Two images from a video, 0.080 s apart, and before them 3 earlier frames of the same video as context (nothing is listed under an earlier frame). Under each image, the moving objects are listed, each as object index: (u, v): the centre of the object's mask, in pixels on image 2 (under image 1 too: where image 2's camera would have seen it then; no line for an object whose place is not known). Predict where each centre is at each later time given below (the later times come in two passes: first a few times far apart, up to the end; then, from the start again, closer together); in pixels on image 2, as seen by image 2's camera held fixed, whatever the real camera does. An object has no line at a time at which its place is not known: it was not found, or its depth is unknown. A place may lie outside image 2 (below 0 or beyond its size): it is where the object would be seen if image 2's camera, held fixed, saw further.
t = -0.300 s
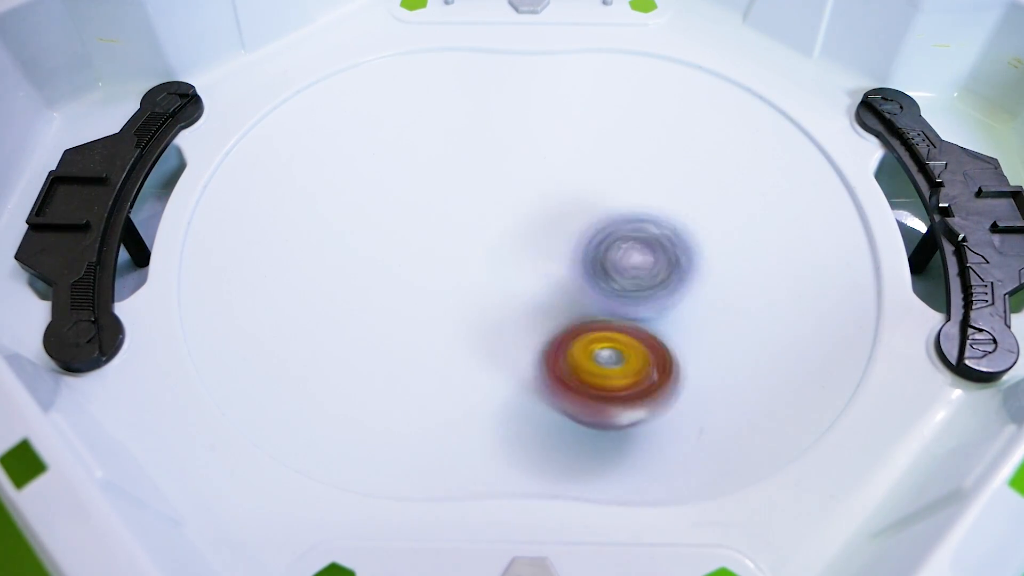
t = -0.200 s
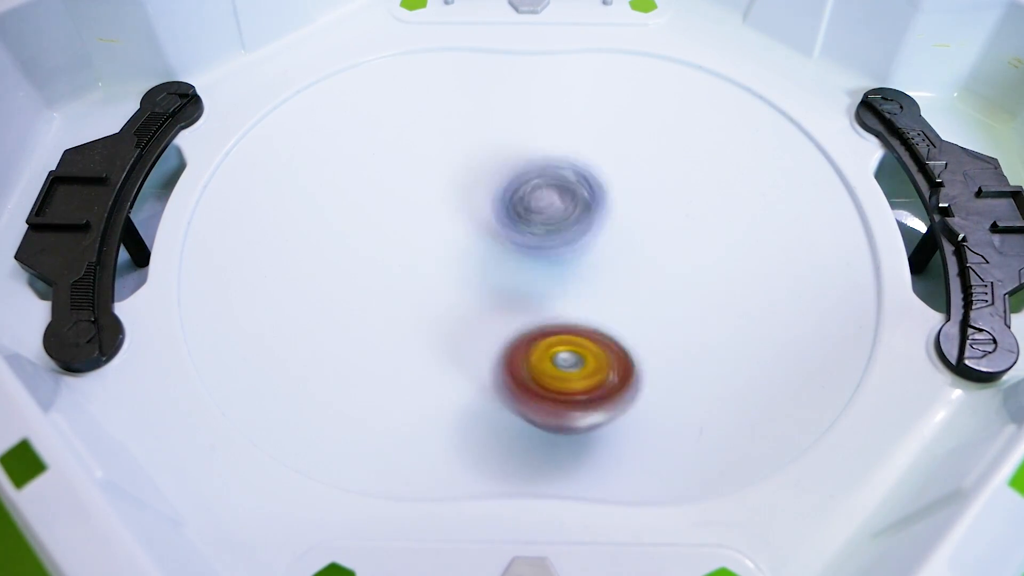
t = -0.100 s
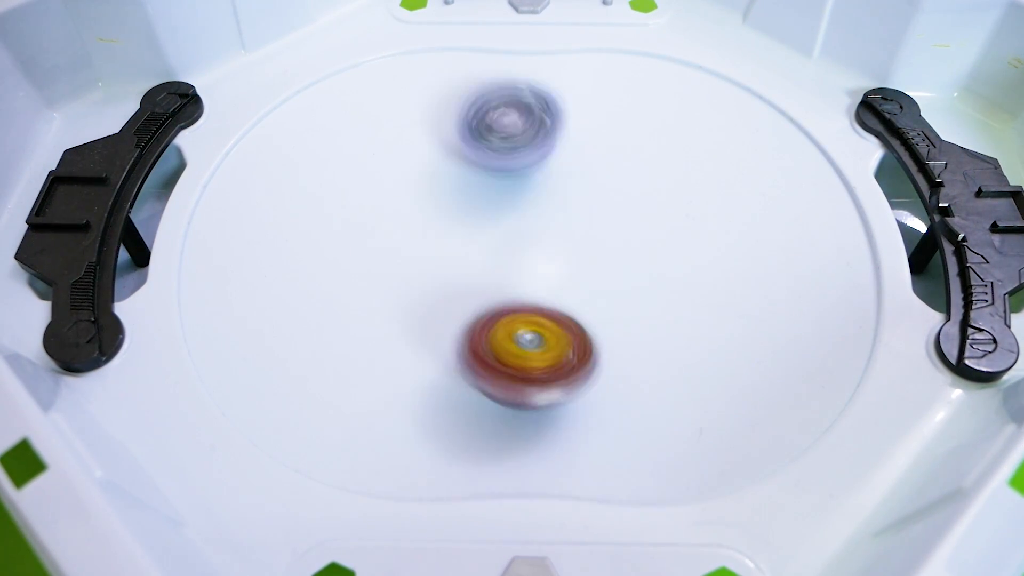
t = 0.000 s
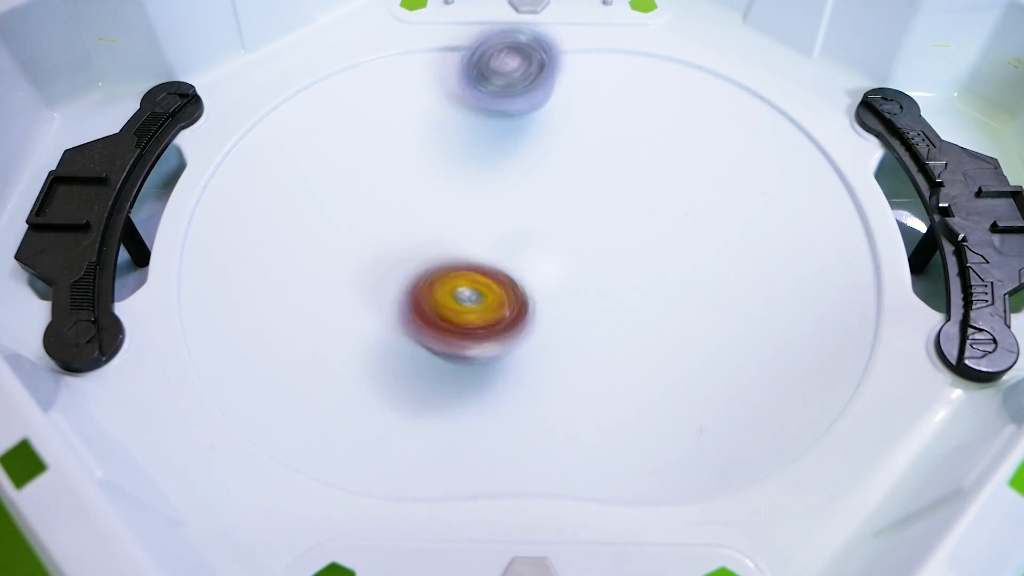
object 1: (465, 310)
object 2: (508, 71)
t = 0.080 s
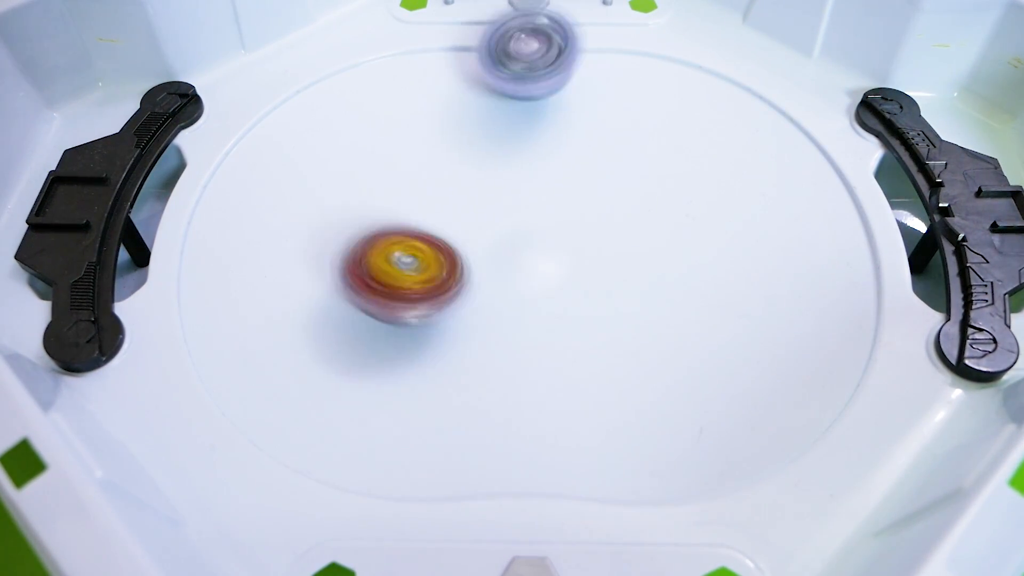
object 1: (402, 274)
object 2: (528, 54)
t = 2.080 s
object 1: (739, 425)
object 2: (480, 242)
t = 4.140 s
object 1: (522, 347)
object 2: (490, 147)
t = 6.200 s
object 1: (528, 357)
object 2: (576, 147)
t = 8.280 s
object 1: (456, 245)
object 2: (545, 160)
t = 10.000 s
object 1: (449, 237)
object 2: (597, 229)
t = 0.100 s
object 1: (387, 267)
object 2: (536, 53)
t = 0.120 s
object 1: (372, 259)
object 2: (544, 55)
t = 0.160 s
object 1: (341, 243)
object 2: (561, 61)
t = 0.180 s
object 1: (327, 237)
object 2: (572, 65)
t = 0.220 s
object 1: (301, 223)
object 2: (594, 76)
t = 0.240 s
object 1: (290, 217)
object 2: (605, 82)
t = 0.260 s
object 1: (279, 211)
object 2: (617, 89)
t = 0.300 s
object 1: (262, 201)
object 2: (635, 106)
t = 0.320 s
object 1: (255, 196)
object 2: (641, 118)
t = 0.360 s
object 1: (246, 189)
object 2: (646, 146)
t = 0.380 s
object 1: (242, 186)
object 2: (645, 160)
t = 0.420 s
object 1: (239, 182)
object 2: (637, 188)
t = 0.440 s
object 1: (238, 179)
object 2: (629, 205)
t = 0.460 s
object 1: (238, 177)
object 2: (618, 221)
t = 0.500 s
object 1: (242, 173)
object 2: (590, 248)
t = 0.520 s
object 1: (244, 171)
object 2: (573, 261)
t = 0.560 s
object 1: (248, 168)
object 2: (535, 279)
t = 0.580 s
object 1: (251, 168)
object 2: (515, 287)
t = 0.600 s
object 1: (257, 168)
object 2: (494, 294)
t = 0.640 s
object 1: (269, 167)
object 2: (448, 302)
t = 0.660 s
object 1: (277, 166)
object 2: (425, 303)
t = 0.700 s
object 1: (296, 163)
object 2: (379, 299)
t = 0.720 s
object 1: (305, 162)
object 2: (358, 295)
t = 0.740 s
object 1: (317, 161)
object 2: (336, 289)
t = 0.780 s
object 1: (343, 157)
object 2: (297, 275)
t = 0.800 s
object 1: (357, 156)
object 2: (280, 265)
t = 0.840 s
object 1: (384, 150)
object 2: (253, 238)
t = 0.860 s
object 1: (398, 148)
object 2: (246, 225)
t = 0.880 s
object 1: (412, 147)
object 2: (240, 213)
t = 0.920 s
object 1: (441, 139)
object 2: (233, 181)
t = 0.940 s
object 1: (454, 134)
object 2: (236, 166)
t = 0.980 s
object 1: (480, 125)
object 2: (257, 138)
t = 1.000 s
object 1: (492, 121)
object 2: (269, 127)
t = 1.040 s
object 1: (513, 113)
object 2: (300, 105)
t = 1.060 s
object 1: (523, 111)
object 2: (322, 98)
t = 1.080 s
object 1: (533, 109)
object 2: (343, 92)
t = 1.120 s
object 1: (551, 108)
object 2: (387, 87)
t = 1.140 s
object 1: (559, 109)
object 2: (412, 86)
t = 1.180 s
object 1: (580, 114)
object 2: (460, 94)
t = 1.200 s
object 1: (614, 120)
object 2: (460, 93)
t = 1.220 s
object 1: (647, 125)
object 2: (457, 96)
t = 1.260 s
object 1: (698, 128)
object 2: (455, 107)
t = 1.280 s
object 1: (720, 127)
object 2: (455, 116)
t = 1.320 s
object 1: (764, 126)
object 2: (456, 134)
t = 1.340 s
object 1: (785, 124)
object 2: (456, 145)
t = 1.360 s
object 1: (808, 123)
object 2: (454, 157)
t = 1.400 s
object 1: (816, 125)
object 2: (447, 177)
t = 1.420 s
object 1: (814, 132)
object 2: (444, 187)
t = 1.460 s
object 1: (819, 135)
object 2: (436, 209)
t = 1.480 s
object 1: (822, 138)
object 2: (430, 217)
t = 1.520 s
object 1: (826, 146)
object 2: (418, 234)
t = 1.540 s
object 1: (830, 149)
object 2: (410, 241)
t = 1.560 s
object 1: (835, 155)
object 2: (403, 248)
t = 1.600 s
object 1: (846, 171)
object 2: (387, 259)
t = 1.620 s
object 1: (850, 181)
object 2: (378, 262)
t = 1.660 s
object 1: (859, 203)
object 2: (361, 268)
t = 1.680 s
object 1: (856, 214)
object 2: (355, 270)
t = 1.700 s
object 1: (860, 224)
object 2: (347, 270)
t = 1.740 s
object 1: (867, 249)
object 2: (336, 269)
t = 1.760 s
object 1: (866, 262)
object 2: (334, 267)
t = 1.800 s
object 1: (865, 287)
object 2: (332, 261)
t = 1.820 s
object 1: (861, 301)
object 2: (334, 257)
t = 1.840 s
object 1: (858, 312)
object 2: (339, 254)
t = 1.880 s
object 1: (847, 336)
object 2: (350, 248)
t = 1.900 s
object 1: (840, 349)
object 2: (360, 245)
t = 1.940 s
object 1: (823, 371)
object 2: (379, 241)
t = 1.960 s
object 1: (812, 383)
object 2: (391, 239)
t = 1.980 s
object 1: (802, 392)
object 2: (404, 238)
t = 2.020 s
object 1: (777, 408)
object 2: (431, 238)
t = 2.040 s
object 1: (766, 415)
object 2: (447, 238)
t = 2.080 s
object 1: (739, 425)
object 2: (480, 242)
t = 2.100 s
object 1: (725, 429)
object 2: (494, 243)
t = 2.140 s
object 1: (693, 435)
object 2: (525, 253)
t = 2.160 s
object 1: (676, 437)
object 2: (539, 259)
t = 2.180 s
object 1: (660, 438)
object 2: (555, 265)
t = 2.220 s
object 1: (627, 436)
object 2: (585, 279)
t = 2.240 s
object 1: (610, 433)
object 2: (594, 285)
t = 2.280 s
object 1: (578, 425)
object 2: (616, 301)
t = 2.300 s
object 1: (565, 419)
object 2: (623, 309)
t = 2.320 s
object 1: (548, 415)
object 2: (630, 312)
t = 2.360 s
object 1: (506, 411)
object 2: (654, 295)
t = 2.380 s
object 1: (483, 405)
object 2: (666, 285)
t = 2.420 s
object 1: (445, 385)
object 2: (688, 267)
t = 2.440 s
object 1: (430, 377)
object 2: (700, 257)
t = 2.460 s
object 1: (412, 365)
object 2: (712, 248)
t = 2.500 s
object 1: (379, 348)
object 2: (731, 234)
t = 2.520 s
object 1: (363, 337)
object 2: (742, 227)
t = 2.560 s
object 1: (333, 315)
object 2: (758, 216)
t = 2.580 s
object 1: (321, 305)
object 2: (768, 211)
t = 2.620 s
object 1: (294, 281)
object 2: (782, 204)
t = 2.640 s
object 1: (284, 270)
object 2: (789, 202)
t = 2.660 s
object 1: (273, 258)
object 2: (794, 200)
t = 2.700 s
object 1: (255, 233)
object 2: (801, 199)
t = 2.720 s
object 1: (247, 221)
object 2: (801, 199)
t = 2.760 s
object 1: (234, 197)
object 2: (799, 202)
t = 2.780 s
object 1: (227, 184)
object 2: (794, 203)
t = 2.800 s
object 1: (226, 173)
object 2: (788, 204)
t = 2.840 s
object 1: (221, 149)
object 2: (769, 208)
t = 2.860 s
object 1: (230, 147)
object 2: (758, 207)
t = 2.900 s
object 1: (242, 147)
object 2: (731, 210)
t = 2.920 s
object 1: (243, 143)
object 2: (716, 208)
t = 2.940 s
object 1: (245, 139)
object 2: (700, 207)
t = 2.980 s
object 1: (253, 123)
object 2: (666, 201)
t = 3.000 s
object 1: (261, 119)
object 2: (650, 199)
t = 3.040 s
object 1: (281, 106)
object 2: (617, 188)
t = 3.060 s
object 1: (294, 99)
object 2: (602, 184)
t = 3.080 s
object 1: (307, 94)
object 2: (586, 177)
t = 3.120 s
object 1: (333, 85)
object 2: (559, 163)
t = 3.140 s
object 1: (347, 80)
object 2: (547, 154)
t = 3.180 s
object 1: (373, 71)
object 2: (529, 141)
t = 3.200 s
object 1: (385, 68)
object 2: (522, 134)
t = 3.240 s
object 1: (412, 62)
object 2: (506, 122)
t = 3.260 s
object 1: (421, 55)
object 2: (509, 121)
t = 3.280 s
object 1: (420, 39)
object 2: (528, 140)
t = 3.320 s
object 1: (420, 36)
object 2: (562, 176)
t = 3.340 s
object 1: (415, 37)
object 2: (575, 194)
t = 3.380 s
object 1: (407, 35)
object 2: (600, 230)
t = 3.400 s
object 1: (407, 33)
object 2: (609, 248)
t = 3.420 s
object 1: (410, 30)
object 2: (617, 265)
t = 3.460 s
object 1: (422, 28)
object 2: (623, 301)
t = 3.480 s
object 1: (432, 28)
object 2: (625, 316)
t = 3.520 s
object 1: (455, 28)
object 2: (622, 349)
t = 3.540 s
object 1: (464, 29)
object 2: (618, 361)
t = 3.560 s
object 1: (474, 32)
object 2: (611, 374)
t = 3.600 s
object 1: (488, 42)
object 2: (592, 393)
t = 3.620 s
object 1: (493, 49)
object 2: (578, 400)
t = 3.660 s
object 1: (503, 68)
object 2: (551, 406)
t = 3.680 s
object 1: (509, 78)
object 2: (534, 408)
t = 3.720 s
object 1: (518, 98)
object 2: (500, 405)
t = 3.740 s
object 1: (524, 110)
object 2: (480, 403)
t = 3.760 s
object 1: (528, 122)
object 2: (461, 398)
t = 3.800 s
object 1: (536, 145)
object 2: (424, 387)
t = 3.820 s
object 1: (539, 156)
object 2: (409, 376)
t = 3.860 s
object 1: (545, 180)
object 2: (387, 347)
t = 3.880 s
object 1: (547, 192)
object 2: (382, 334)
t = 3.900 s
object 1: (549, 203)
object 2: (378, 317)
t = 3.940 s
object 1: (551, 228)
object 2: (381, 283)
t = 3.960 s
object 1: (552, 241)
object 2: (386, 264)
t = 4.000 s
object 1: (550, 266)
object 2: (400, 233)
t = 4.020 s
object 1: (548, 279)
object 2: (411, 218)
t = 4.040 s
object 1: (545, 291)
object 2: (422, 204)
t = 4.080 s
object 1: (538, 314)
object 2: (448, 176)
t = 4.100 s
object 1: (533, 326)
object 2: (460, 166)
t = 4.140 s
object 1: (522, 347)
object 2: (490, 147)
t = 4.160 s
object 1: (516, 357)
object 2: (504, 135)
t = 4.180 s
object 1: (509, 367)
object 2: (520, 128)
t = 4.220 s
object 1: (492, 384)
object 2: (550, 118)
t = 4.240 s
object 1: (482, 391)
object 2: (567, 113)
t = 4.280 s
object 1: (460, 403)
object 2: (597, 105)
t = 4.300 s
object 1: (448, 407)
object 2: (611, 103)
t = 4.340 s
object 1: (426, 411)
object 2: (645, 98)
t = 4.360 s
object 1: (414, 409)
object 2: (660, 97)
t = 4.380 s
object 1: (403, 410)
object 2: (676, 98)
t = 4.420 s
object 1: (381, 405)
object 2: (708, 102)
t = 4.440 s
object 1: (371, 401)
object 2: (723, 105)
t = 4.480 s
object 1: (352, 389)
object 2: (748, 118)
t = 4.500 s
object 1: (344, 384)
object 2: (760, 125)
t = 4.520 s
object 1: (335, 375)
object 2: (771, 135)
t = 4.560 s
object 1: (320, 357)
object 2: (783, 157)
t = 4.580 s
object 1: (314, 349)
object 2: (787, 172)
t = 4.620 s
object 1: (305, 329)
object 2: (783, 201)
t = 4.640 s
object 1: (302, 319)
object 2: (779, 215)
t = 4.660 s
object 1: (301, 310)
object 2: (770, 228)
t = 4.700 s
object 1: (301, 289)
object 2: (742, 260)
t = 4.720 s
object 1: (302, 280)
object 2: (725, 271)
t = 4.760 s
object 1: (307, 261)
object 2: (684, 290)
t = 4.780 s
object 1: (310, 252)
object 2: (664, 297)
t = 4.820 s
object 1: (321, 236)
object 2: (615, 306)
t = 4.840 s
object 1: (327, 226)
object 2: (592, 309)
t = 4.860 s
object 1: (335, 219)
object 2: (568, 308)
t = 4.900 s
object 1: (351, 204)
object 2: (523, 305)
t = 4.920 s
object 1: (358, 197)
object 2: (498, 300)
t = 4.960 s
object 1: (377, 187)
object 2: (454, 290)
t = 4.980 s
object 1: (387, 181)
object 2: (433, 284)
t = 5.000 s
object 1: (399, 175)
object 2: (414, 278)
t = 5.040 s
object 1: (421, 164)
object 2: (381, 258)
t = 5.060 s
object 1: (431, 162)
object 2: (365, 247)
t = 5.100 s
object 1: (453, 159)
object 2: (340, 228)
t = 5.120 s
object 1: (466, 157)
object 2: (332, 216)
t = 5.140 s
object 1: (478, 157)
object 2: (324, 205)
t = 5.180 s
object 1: (499, 154)
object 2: (312, 181)
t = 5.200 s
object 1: (510, 153)
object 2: (310, 168)
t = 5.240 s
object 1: (532, 158)
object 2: (311, 147)
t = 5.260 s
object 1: (544, 161)
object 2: (316, 136)
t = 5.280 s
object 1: (555, 165)
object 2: (320, 127)
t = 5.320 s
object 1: (577, 173)
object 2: (337, 108)
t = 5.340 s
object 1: (586, 177)
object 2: (349, 100)
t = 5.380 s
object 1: (606, 188)
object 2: (374, 90)
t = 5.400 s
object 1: (615, 194)
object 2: (389, 88)
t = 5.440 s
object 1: (633, 209)
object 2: (423, 87)
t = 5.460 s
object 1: (643, 216)
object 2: (439, 89)
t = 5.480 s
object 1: (651, 223)
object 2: (457, 93)
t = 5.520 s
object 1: (663, 239)
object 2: (492, 108)
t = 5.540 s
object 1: (668, 248)
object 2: (506, 117)
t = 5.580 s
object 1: (676, 267)
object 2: (541, 139)
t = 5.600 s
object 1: (680, 275)
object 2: (557, 149)
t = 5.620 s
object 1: (683, 284)
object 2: (573, 162)
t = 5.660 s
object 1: (683, 302)
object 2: (600, 189)
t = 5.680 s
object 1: (683, 312)
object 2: (608, 204)
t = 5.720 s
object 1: (680, 331)
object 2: (624, 232)
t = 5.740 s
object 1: (681, 343)
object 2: (624, 237)
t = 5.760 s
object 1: (682, 356)
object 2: (617, 232)
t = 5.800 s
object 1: (675, 382)
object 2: (600, 221)
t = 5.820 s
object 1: (671, 389)
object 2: (592, 214)
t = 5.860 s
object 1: (663, 402)
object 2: (579, 205)
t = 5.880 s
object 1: (655, 409)
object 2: (575, 201)
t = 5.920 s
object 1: (640, 418)
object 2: (566, 188)
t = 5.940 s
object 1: (631, 423)
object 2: (561, 183)
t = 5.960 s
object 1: (620, 424)
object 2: (560, 177)
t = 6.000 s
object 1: (597, 424)
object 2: (557, 165)
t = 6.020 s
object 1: (588, 422)
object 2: (556, 160)
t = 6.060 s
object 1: (569, 413)
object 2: (559, 151)
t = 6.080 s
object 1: (560, 406)
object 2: (562, 149)
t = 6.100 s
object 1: (552, 400)
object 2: (563, 146)
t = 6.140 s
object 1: (539, 384)
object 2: (568, 144)
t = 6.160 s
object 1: (534, 375)
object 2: (571, 144)
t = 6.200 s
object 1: (528, 357)
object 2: (576, 147)
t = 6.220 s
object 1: (525, 346)
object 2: (577, 150)
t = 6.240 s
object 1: (522, 336)
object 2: (581, 153)
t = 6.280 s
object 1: (521, 316)
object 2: (583, 160)
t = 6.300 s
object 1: (520, 304)
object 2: (582, 165)
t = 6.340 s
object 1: (523, 284)
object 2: (580, 178)
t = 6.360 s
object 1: (524, 274)
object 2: (579, 184)
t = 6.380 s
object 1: (511, 270)
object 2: (586, 181)
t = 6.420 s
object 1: (488, 273)
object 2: (606, 171)
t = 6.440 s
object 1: (482, 265)
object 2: (615, 169)
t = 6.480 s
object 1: (480, 253)
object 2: (630, 168)
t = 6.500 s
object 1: (482, 249)
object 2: (636, 170)
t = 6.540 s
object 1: (484, 240)
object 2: (648, 175)
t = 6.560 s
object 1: (486, 235)
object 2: (652, 179)
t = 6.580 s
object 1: (490, 228)
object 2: (654, 183)
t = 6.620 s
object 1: (495, 218)
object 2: (656, 192)
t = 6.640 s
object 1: (499, 213)
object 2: (656, 198)
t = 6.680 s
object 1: (508, 202)
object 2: (649, 211)
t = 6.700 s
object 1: (513, 198)
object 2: (641, 216)
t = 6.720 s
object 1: (518, 194)
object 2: (637, 222)
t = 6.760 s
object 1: (501, 177)
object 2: (671, 243)
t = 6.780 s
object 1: (491, 167)
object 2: (688, 256)
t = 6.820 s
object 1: (488, 155)
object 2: (719, 277)
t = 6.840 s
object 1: (491, 151)
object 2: (734, 287)
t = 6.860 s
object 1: (492, 150)
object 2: (748, 296)
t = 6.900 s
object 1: (492, 150)
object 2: (772, 312)
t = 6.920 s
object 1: (491, 150)
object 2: (780, 319)
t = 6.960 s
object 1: (489, 143)
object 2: (799, 335)
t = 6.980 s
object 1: (493, 140)
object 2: (806, 342)
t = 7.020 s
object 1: (500, 138)
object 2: (810, 359)
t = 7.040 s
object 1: (506, 142)
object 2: (813, 362)
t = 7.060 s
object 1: (506, 143)
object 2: (809, 371)
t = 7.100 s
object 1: (508, 149)
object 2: (797, 379)
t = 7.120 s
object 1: (513, 151)
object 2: (788, 382)
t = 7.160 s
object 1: (515, 158)
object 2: (762, 382)
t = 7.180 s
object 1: (514, 165)
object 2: (746, 377)
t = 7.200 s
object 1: (516, 168)
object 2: (729, 370)
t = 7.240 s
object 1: (512, 178)
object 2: (696, 353)
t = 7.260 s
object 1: (508, 181)
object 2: (682, 344)
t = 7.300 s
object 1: (505, 188)
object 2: (651, 318)
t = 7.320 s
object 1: (503, 191)
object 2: (638, 304)
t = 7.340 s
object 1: (503, 193)
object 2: (626, 294)
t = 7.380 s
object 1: (502, 195)
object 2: (606, 268)
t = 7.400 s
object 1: (497, 194)
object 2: (596, 254)
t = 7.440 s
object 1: (473, 187)
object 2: (601, 250)
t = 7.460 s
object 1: (457, 182)
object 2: (607, 244)
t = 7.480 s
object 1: (445, 178)
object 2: (611, 244)
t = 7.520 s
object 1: (420, 175)
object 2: (622, 237)
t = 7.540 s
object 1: (407, 175)
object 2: (626, 235)
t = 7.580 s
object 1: (385, 180)
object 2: (632, 231)
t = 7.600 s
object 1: (375, 184)
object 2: (636, 227)
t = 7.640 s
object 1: (355, 193)
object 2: (640, 224)
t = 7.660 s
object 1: (346, 200)
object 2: (640, 220)
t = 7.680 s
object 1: (341, 206)
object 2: (640, 217)
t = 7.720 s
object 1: (330, 223)
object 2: (639, 212)
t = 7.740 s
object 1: (327, 235)
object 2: (640, 209)
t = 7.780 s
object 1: (332, 255)
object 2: (639, 203)
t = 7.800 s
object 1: (340, 267)
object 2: (637, 200)
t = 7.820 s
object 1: (353, 279)
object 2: (634, 200)
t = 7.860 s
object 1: (384, 294)
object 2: (629, 196)
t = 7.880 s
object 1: (403, 296)
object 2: (627, 195)
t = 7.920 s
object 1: (441, 292)
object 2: (619, 192)
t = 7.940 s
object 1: (456, 288)
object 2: (617, 191)
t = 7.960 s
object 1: (471, 282)
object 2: (611, 190)
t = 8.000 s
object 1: (489, 268)
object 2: (603, 187)
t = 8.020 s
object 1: (494, 262)
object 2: (598, 186)
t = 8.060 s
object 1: (496, 254)
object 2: (592, 184)
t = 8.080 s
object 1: (493, 252)
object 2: (585, 184)
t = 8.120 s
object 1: (485, 248)
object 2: (573, 183)
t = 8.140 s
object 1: (481, 246)
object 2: (568, 183)
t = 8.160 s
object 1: (476, 245)
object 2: (564, 182)
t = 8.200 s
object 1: (466, 246)
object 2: (554, 178)
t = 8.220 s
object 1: (463, 246)
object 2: (551, 173)
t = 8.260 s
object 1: (458, 246)
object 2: (546, 164)
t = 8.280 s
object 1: (456, 245)
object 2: (545, 160)
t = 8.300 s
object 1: (454, 245)
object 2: (545, 158)
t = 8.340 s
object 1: (451, 245)
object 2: (545, 155)
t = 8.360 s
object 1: (450, 245)
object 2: (548, 155)
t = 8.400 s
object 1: (452, 245)
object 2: (547, 157)
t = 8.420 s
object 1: (454, 245)
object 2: (548, 159)
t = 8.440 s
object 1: (455, 245)
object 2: (547, 161)
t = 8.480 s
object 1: (461, 245)
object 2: (547, 167)
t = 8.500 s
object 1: (465, 245)
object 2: (545, 170)
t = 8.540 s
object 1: (471, 247)
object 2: (546, 177)
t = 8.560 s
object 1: (474, 248)
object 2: (543, 182)
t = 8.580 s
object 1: (475, 250)
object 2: (543, 185)
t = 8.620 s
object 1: (478, 263)
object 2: (544, 186)
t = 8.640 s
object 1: (478, 270)
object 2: (547, 186)
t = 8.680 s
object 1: (475, 282)
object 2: (552, 190)
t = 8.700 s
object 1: (472, 286)
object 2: (554, 192)
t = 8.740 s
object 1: (464, 289)
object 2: (555, 197)
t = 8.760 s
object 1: (461, 290)
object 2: (554, 197)
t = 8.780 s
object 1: (460, 290)
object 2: (551, 196)
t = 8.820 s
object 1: (458, 290)
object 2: (548, 192)
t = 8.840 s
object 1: (458, 290)
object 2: (546, 190)
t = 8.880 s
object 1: (461, 290)
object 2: (549, 189)
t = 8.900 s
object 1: (463, 289)
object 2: (550, 190)
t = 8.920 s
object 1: (466, 288)
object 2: (555, 193)
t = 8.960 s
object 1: (472, 285)
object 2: (561, 197)
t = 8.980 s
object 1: (475, 282)
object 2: (565, 201)
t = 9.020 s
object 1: (482, 275)
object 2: (569, 205)
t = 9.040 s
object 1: (483, 269)
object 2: (572, 207)
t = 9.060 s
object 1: (484, 265)
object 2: (577, 207)
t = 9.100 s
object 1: (482, 258)
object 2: (586, 214)
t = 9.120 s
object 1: (480, 255)
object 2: (590, 215)
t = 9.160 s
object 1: (476, 250)
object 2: (592, 224)
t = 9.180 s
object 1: (473, 247)
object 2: (595, 227)
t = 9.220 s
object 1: (465, 243)
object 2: (592, 232)
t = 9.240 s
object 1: (462, 242)
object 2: (595, 234)
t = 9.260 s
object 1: (459, 241)
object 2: (593, 236)
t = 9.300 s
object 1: (455, 240)
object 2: (591, 241)
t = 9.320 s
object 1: (454, 240)
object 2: (587, 244)
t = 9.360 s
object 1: (452, 240)
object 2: (582, 248)
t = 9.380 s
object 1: (451, 239)
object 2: (579, 247)
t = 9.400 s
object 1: (451, 239)
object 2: (576, 250)
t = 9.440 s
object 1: (439, 239)
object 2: (582, 253)
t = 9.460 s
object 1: (435, 239)
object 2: (586, 256)
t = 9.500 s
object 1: (428, 241)
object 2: (591, 261)
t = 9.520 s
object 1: (426, 241)
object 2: (593, 261)
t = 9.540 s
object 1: (424, 242)
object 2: (592, 262)
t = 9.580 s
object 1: (420, 244)
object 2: (595, 263)
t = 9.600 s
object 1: (419, 245)
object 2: (594, 263)
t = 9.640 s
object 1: (419, 245)
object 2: (595, 261)
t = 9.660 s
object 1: (419, 245)
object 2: (593, 261)
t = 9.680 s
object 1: (420, 244)
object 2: (591, 259)
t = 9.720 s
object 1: (423, 243)
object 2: (591, 257)
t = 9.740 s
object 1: (425, 242)
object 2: (589, 257)
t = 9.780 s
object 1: (429, 240)
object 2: (588, 255)
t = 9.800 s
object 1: (432, 239)
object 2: (585, 254)
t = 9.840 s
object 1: (439, 238)
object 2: (581, 249)
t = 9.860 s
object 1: (444, 237)
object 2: (576, 247)
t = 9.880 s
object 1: (448, 237)
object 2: (572, 244)
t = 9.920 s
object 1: (448, 237)
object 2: (579, 240)
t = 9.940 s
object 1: (448, 237)
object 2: (584, 238)
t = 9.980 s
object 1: (449, 237)
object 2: (593, 232)
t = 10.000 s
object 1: (449, 237)
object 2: (597, 229)
